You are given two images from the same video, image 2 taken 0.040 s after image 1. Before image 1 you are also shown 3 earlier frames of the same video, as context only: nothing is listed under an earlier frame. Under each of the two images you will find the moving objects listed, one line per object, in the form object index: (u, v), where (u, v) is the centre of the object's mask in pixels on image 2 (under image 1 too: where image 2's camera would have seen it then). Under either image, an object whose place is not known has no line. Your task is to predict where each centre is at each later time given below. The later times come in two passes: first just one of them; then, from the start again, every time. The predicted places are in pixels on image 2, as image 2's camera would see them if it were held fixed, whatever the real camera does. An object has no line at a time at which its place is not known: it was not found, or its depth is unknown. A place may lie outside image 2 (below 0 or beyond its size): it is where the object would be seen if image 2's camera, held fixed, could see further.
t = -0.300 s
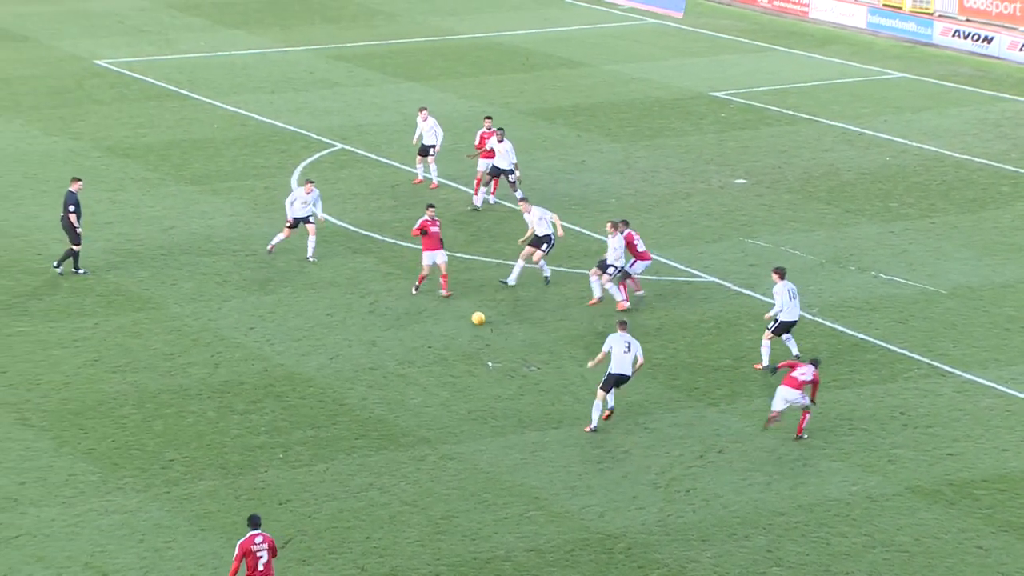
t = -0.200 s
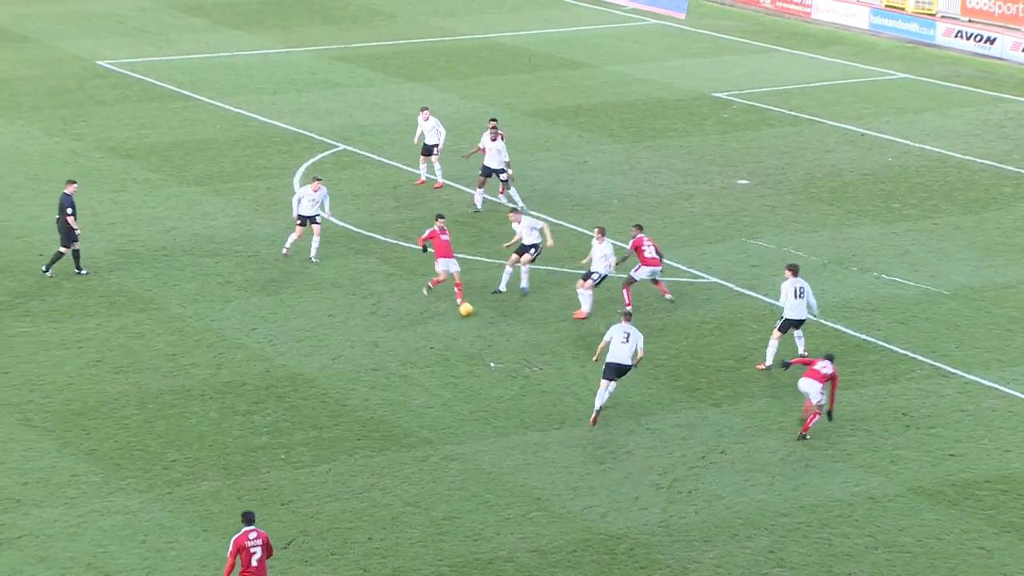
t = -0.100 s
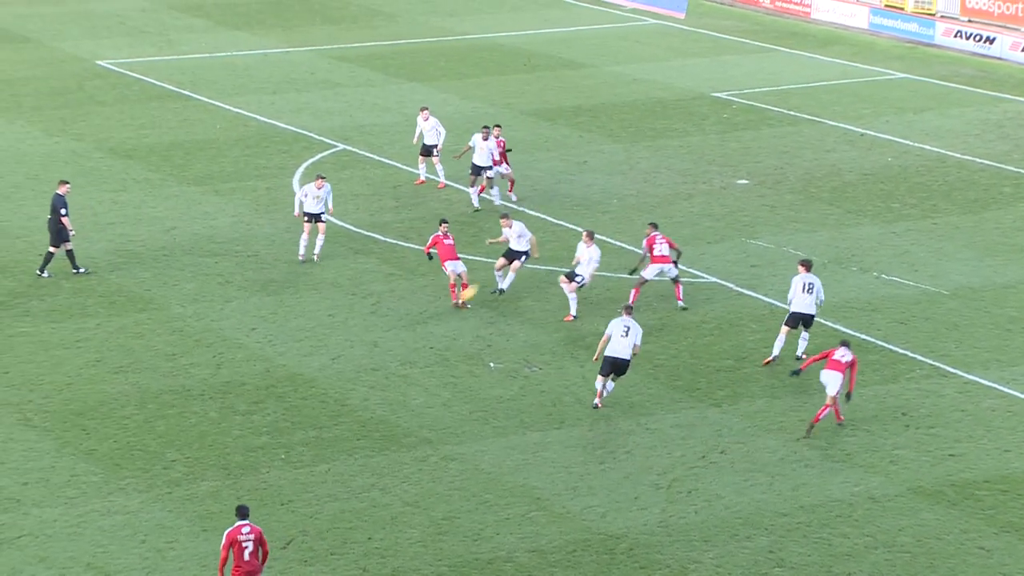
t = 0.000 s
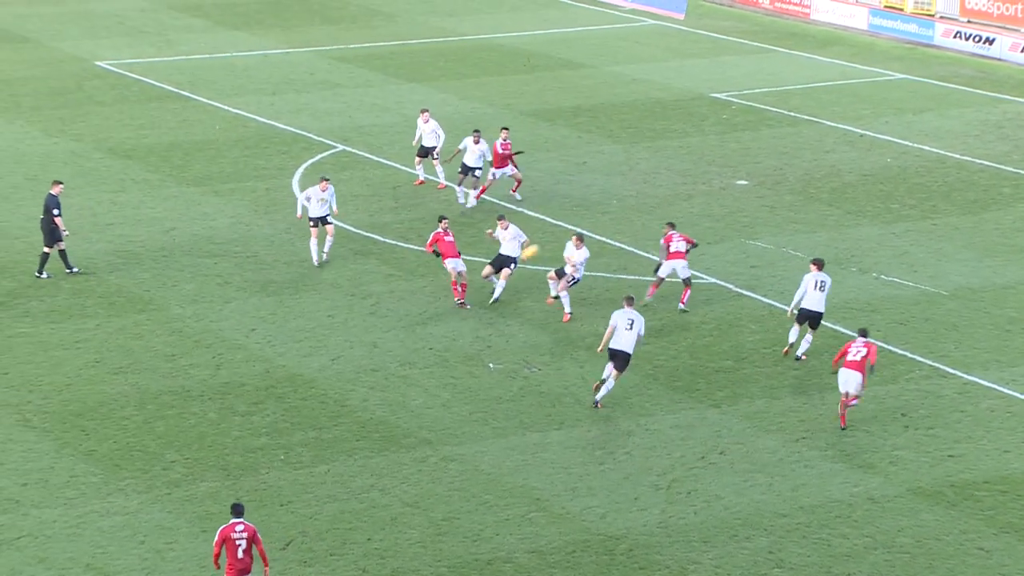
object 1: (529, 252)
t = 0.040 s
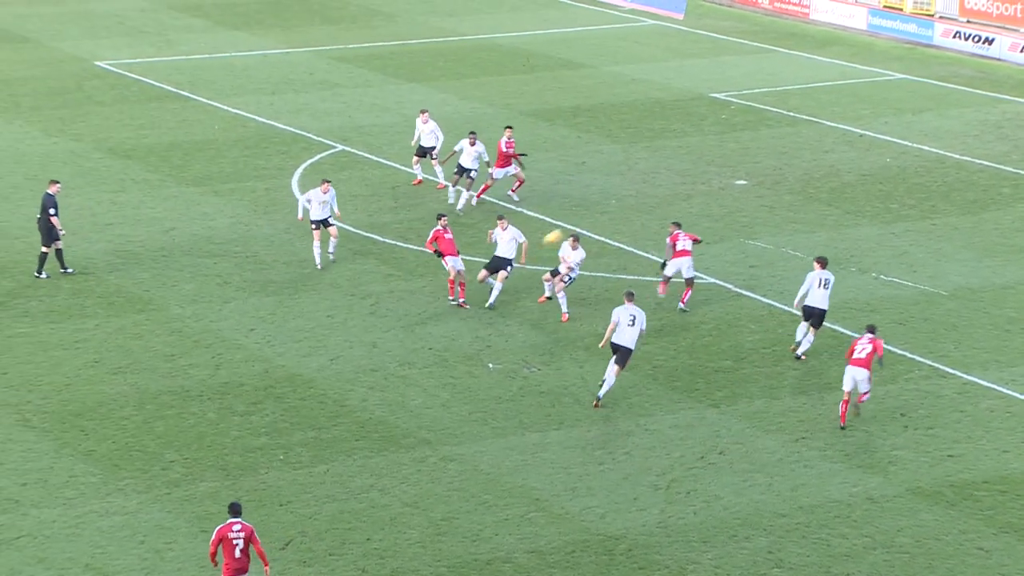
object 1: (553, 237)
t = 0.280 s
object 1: (696, 164)
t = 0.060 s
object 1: (565, 230)
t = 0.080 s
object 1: (578, 222)
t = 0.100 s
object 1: (589, 215)
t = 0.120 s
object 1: (601, 209)
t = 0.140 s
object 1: (613, 203)
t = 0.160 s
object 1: (625, 197)
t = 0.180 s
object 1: (637, 191)
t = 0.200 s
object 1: (649, 185)
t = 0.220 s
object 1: (661, 179)
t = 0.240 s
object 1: (673, 174)
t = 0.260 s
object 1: (685, 169)
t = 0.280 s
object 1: (696, 164)
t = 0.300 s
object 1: (708, 159)
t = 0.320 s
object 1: (719, 155)
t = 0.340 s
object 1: (731, 150)
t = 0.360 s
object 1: (742, 146)
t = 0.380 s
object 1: (754, 141)
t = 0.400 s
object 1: (765, 137)
